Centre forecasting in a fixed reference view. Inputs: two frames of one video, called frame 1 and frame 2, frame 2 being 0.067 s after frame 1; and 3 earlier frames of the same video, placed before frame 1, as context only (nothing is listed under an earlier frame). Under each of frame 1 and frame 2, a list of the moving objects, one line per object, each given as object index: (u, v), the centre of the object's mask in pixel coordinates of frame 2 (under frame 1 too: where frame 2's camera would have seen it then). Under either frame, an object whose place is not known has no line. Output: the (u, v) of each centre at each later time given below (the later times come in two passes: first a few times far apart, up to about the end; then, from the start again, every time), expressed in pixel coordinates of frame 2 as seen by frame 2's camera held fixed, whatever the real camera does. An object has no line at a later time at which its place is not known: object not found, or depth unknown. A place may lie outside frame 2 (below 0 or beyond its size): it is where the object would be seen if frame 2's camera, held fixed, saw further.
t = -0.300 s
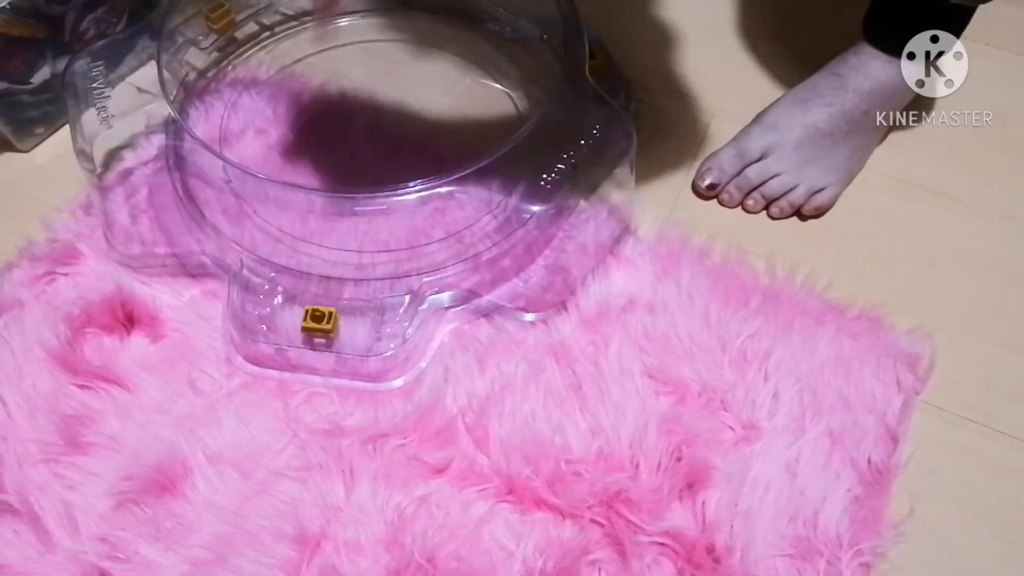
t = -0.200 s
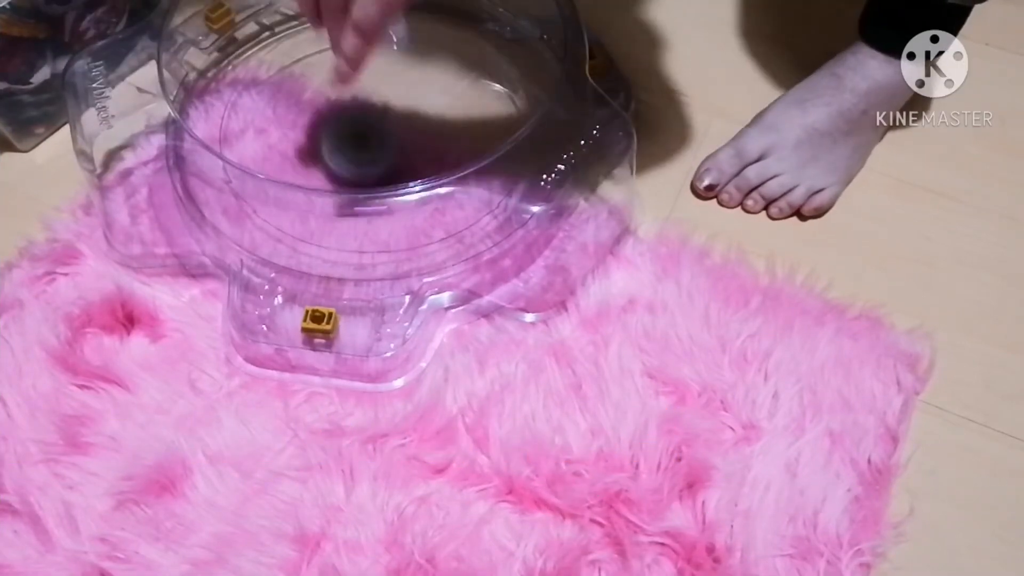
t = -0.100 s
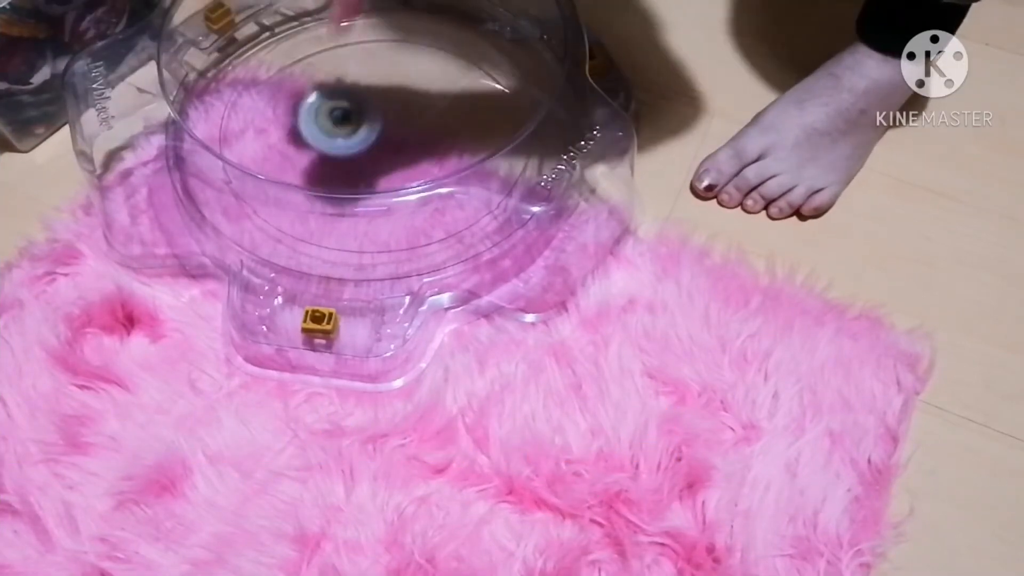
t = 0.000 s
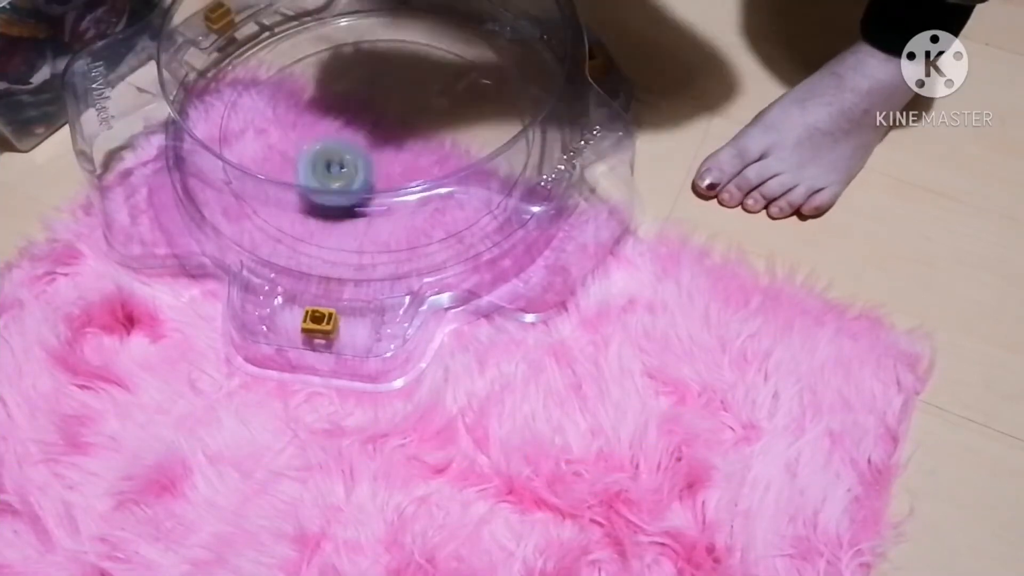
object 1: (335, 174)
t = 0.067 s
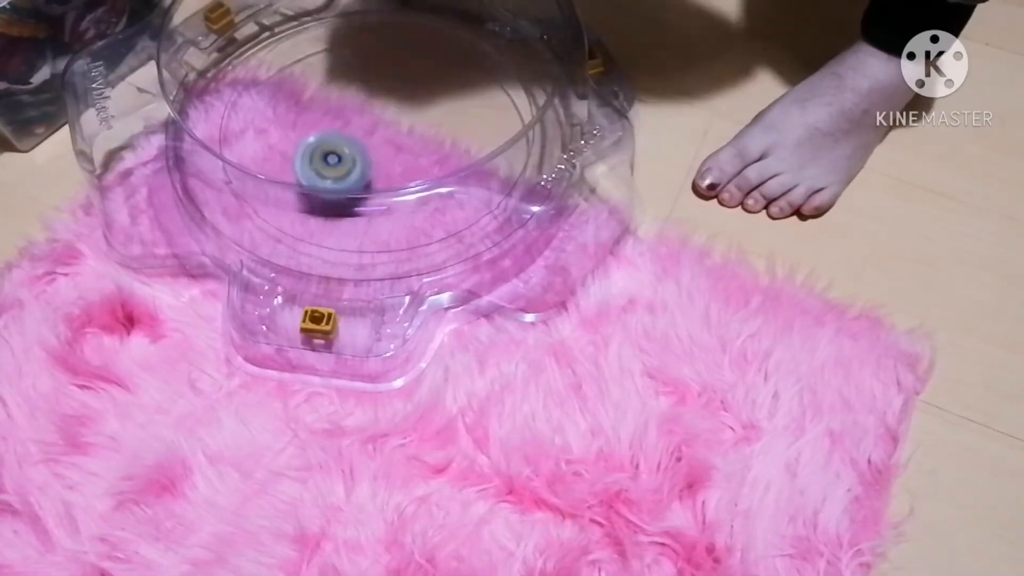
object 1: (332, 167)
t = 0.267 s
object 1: (336, 136)
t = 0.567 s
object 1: (343, 113)
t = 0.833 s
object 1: (322, 152)
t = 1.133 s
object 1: (313, 84)
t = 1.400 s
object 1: (478, 70)
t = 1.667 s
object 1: (477, 198)
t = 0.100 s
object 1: (333, 168)
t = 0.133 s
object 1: (334, 163)
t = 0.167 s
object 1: (335, 157)
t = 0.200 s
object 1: (335, 151)
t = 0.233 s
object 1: (335, 143)
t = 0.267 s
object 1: (336, 136)
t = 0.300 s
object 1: (336, 129)
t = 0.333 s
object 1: (336, 122)
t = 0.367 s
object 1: (337, 116)
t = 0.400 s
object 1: (337, 111)
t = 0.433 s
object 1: (338, 108)
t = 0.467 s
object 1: (339, 107)
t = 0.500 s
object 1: (340, 107)
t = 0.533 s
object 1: (342, 109)
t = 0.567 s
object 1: (343, 113)
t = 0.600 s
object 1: (345, 118)
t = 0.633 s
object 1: (346, 124)
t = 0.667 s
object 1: (345, 129)
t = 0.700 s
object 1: (343, 136)
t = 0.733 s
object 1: (339, 142)
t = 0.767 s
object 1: (335, 146)
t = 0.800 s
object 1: (329, 150)
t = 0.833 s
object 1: (322, 152)
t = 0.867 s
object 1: (315, 152)
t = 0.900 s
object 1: (307, 151)
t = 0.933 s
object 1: (300, 147)
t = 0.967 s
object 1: (293, 141)
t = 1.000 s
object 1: (287, 131)
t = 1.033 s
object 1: (286, 120)
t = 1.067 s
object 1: (291, 107)
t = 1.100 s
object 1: (301, 95)
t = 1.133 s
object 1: (313, 84)
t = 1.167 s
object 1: (330, 76)
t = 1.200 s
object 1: (350, 69)
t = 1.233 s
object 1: (378, 64)
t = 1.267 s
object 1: (399, 59)
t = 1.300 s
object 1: (421, 59)
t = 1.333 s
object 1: (443, 63)
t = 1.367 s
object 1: (462, 64)
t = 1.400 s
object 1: (478, 70)
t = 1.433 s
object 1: (494, 81)
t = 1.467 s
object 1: (508, 94)
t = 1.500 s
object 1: (513, 109)
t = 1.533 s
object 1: (517, 128)
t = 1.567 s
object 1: (515, 145)
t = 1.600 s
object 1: (506, 165)
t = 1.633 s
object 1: (495, 182)
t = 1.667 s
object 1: (477, 198)
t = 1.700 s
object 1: (446, 214)
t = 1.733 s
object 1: (415, 221)
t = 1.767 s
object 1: (378, 226)
